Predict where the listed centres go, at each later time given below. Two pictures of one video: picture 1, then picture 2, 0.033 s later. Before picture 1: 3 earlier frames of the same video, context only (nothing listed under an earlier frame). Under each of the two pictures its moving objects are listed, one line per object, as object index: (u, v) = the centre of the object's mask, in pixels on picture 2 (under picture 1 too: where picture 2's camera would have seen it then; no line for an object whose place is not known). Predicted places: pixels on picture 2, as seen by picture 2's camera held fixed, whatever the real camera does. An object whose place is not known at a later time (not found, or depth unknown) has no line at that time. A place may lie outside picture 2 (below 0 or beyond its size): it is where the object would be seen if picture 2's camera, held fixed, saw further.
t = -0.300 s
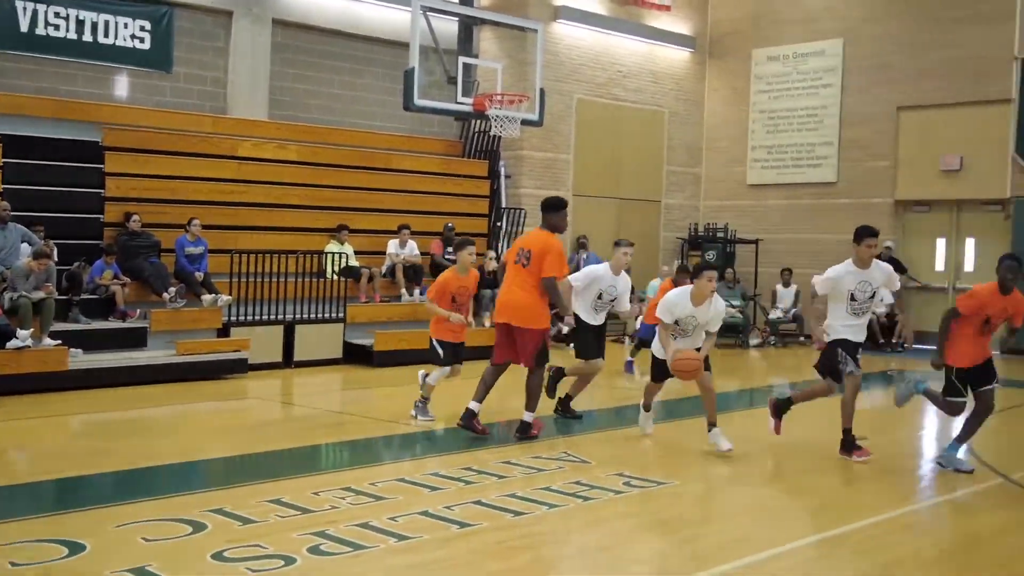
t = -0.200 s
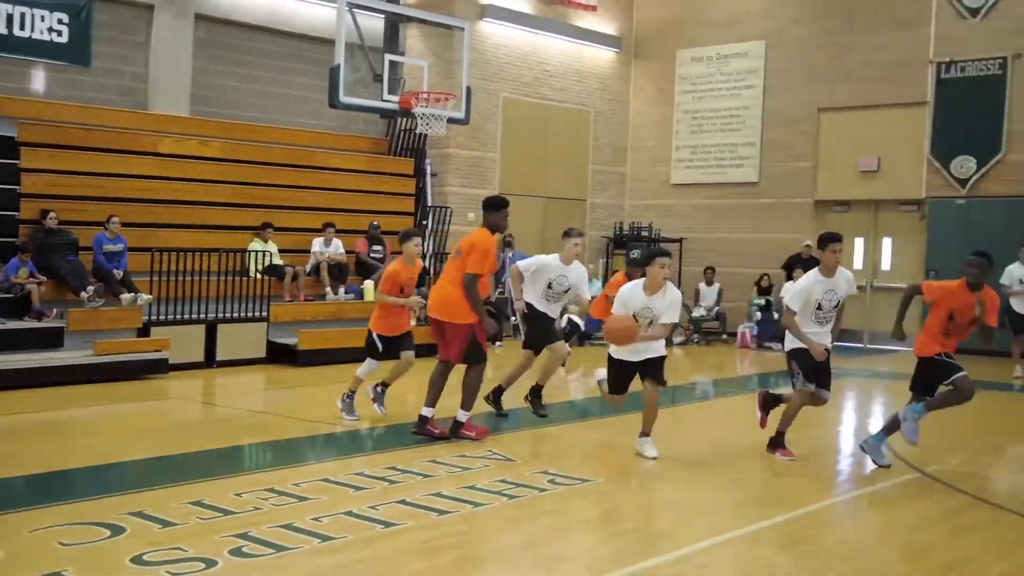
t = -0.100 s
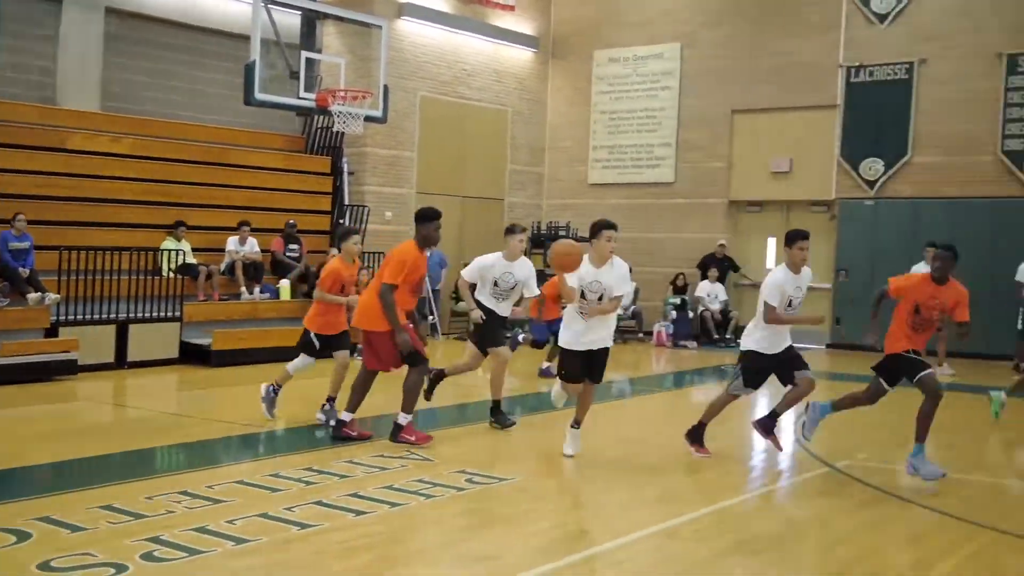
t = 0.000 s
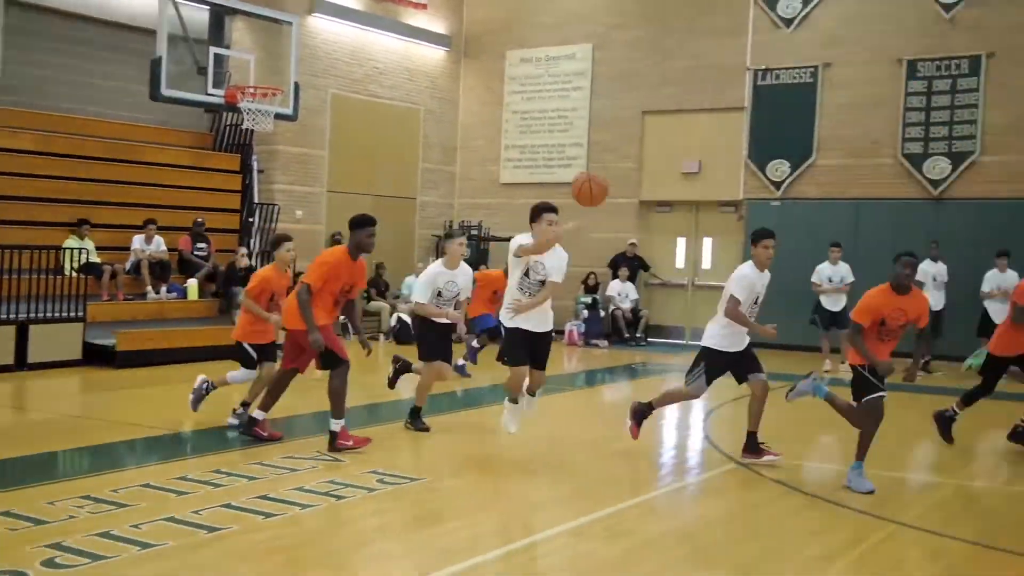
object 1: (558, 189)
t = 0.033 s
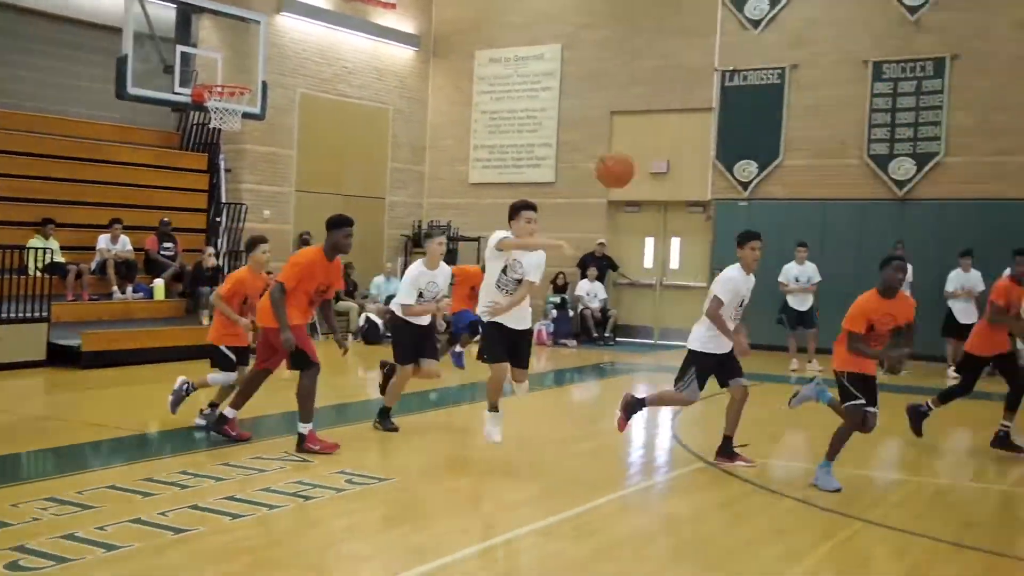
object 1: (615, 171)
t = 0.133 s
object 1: (802, 114)
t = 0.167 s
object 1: (874, 96)
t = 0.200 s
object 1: (950, 79)
